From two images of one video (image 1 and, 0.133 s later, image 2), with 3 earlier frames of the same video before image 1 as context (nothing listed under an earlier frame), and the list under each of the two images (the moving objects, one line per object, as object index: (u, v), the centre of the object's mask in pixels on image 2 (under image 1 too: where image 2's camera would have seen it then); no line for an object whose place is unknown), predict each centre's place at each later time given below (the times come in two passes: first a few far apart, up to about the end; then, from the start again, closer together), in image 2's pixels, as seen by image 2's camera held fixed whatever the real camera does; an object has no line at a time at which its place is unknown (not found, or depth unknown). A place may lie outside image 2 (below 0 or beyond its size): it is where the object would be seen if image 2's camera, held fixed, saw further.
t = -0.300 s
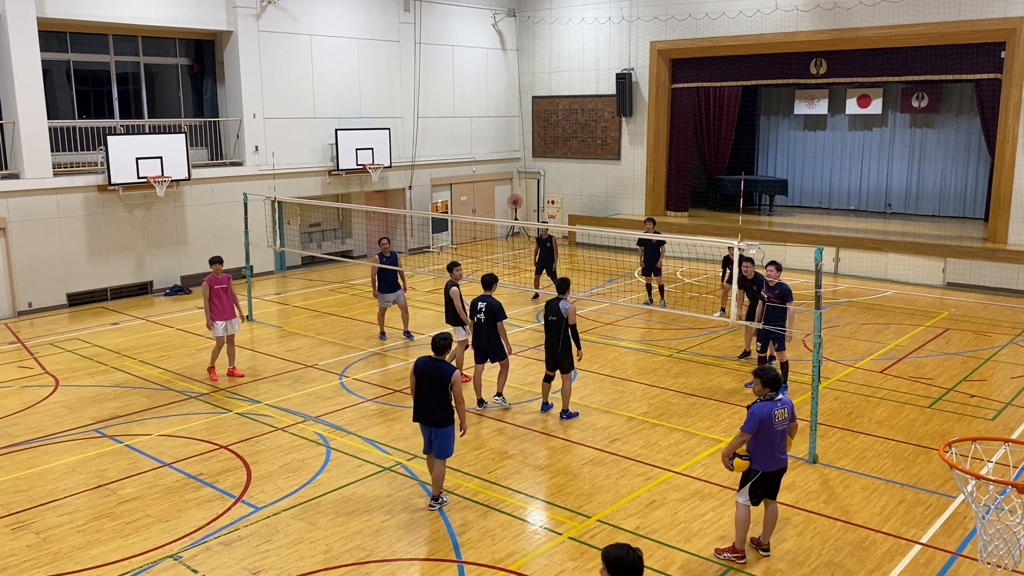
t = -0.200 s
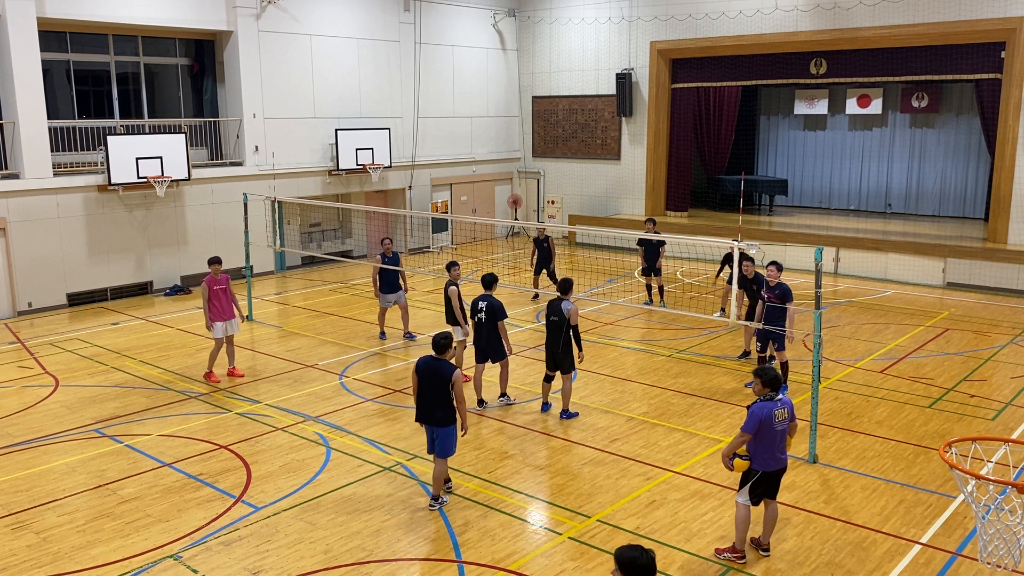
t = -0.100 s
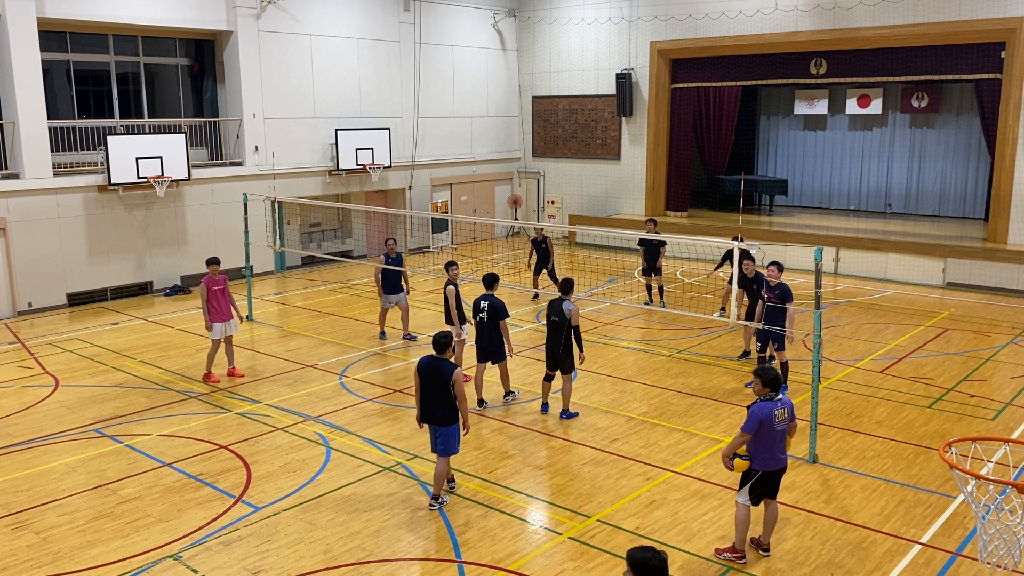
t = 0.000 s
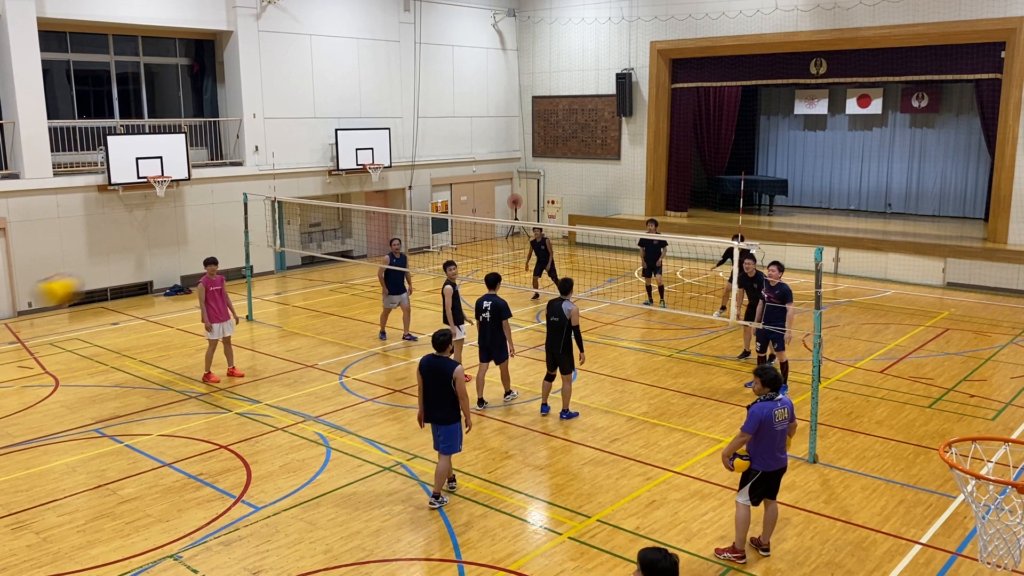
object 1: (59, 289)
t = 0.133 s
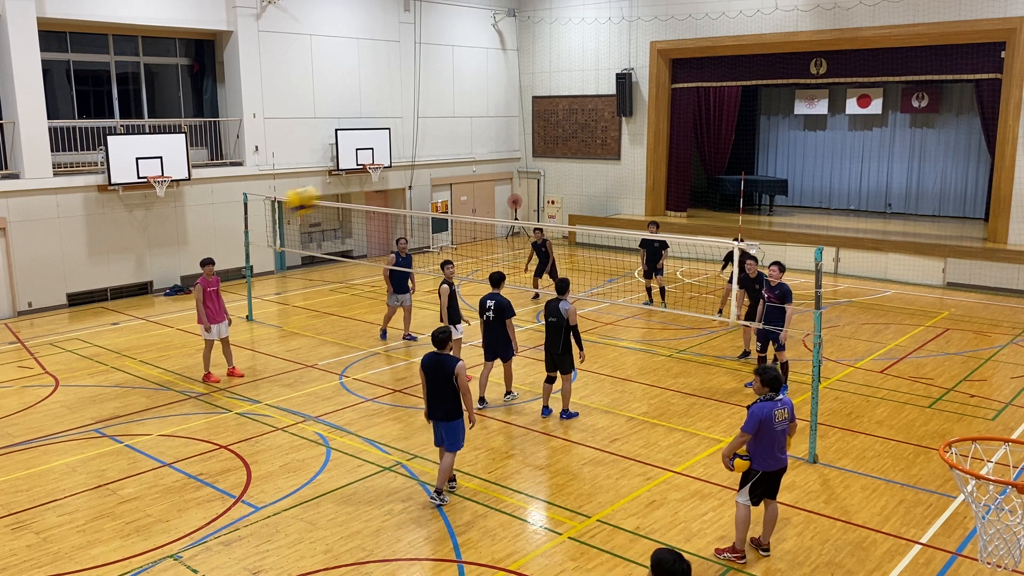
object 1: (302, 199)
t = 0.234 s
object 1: (423, 168)
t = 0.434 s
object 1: (582, 146)
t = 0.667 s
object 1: (695, 169)
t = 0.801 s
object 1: (740, 192)
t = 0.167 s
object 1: (347, 186)
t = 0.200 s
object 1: (387, 176)
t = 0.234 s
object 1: (423, 168)
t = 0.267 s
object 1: (455, 161)
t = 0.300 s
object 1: (485, 156)
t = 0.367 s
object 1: (538, 150)
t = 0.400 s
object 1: (561, 147)
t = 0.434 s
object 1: (582, 146)
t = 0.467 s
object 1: (602, 147)
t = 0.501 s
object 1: (620, 148)
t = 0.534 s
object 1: (637, 151)
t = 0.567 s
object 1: (653, 155)
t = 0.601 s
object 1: (669, 159)
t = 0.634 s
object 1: (682, 163)
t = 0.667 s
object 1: (695, 169)
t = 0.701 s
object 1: (707, 174)
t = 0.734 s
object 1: (718, 179)
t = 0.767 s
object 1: (729, 186)
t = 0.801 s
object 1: (740, 192)
